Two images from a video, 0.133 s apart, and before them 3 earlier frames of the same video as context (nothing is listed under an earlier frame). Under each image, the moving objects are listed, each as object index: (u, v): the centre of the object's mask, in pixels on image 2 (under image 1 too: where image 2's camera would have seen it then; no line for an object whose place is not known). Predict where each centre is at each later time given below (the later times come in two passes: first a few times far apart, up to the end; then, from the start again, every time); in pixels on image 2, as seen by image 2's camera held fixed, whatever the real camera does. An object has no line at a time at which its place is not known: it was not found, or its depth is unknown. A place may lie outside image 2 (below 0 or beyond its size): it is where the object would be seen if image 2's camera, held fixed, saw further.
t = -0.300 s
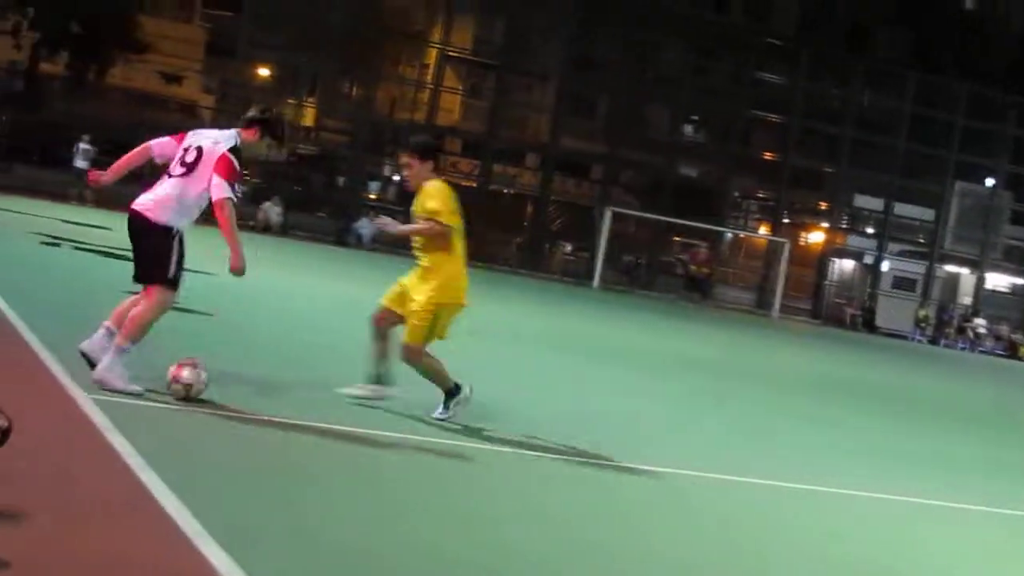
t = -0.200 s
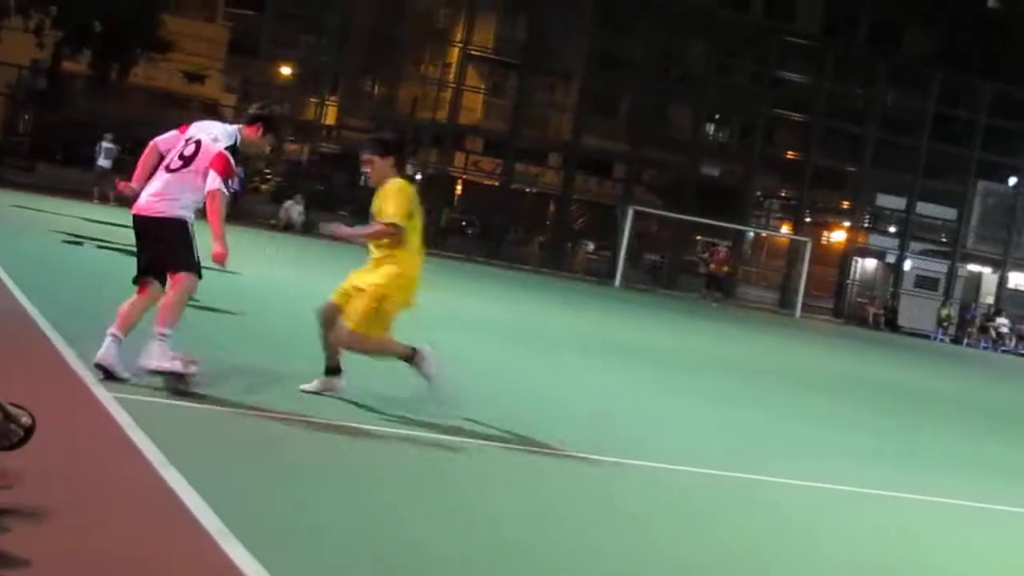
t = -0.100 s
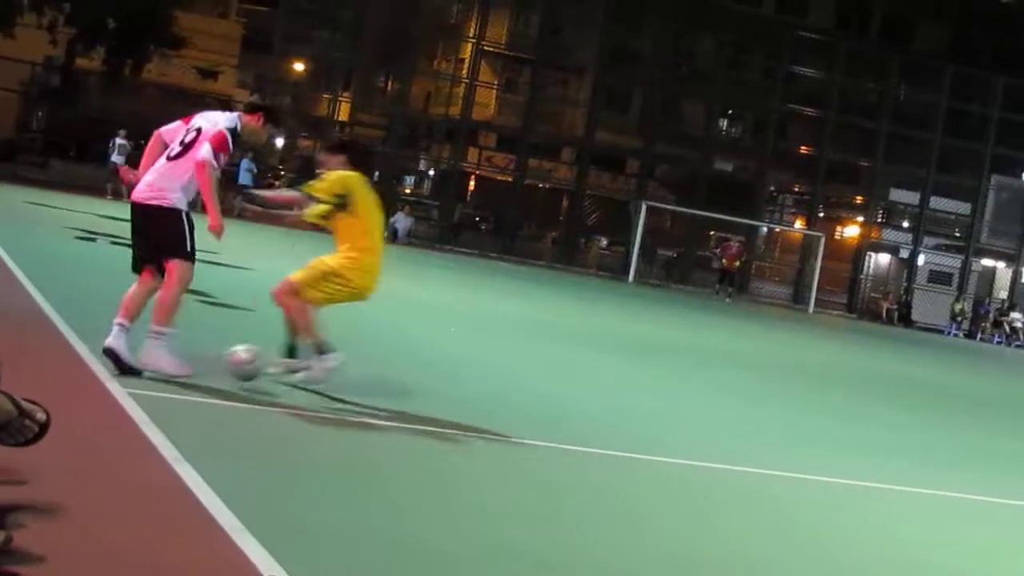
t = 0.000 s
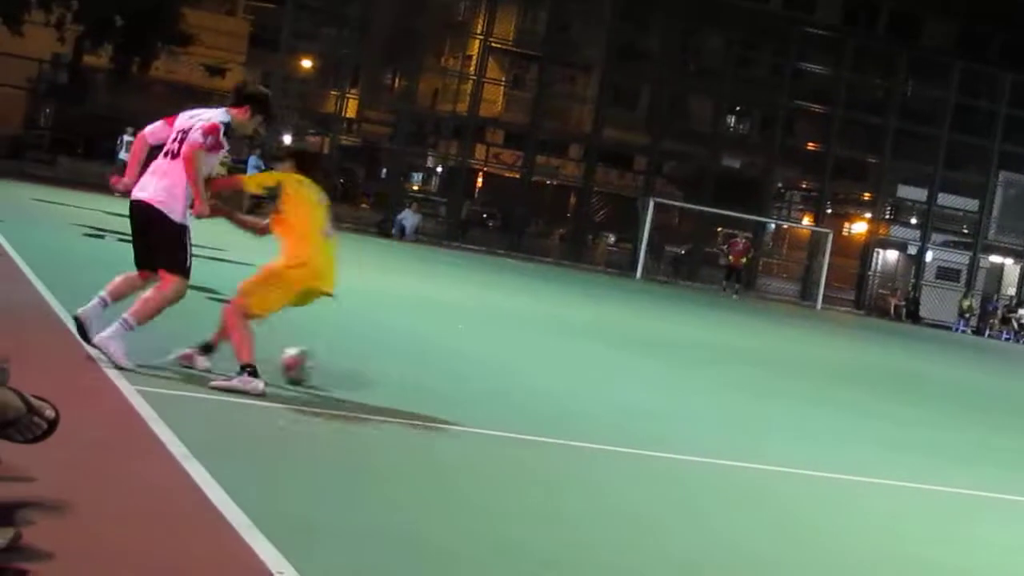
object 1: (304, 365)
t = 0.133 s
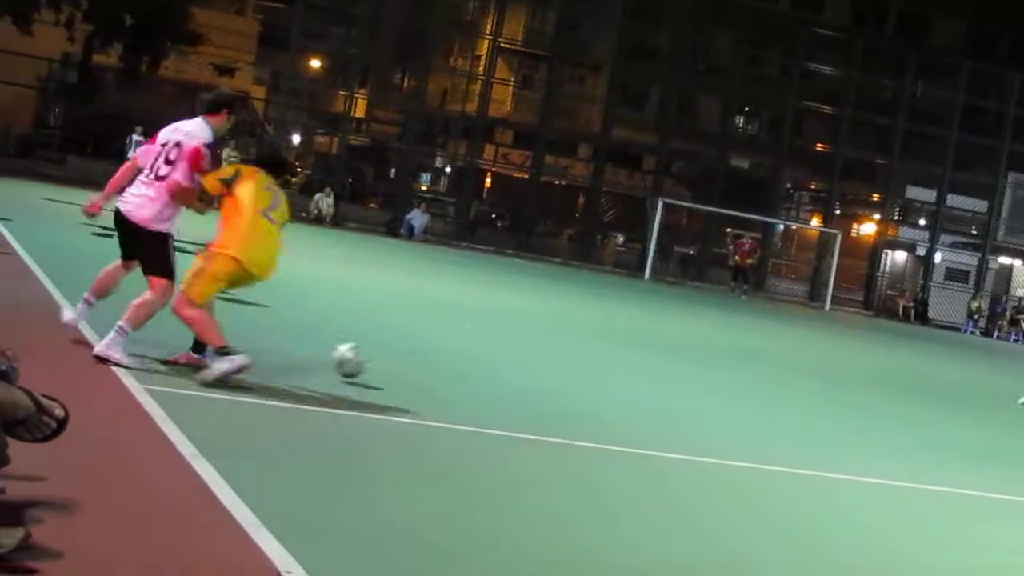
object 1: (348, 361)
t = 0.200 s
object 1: (369, 363)
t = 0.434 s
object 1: (436, 360)
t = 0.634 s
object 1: (483, 362)
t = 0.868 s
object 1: (530, 361)
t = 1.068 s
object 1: (565, 359)
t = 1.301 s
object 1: (600, 360)
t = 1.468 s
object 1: (622, 359)
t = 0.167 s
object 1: (358, 364)
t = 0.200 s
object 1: (369, 363)
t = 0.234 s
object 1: (378, 360)
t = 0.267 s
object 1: (389, 360)
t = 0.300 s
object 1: (399, 361)
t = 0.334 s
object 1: (408, 364)
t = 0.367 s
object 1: (417, 362)
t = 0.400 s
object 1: (428, 360)
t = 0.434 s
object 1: (436, 360)
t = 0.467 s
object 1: (444, 362)
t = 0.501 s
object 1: (452, 362)
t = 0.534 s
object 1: (461, 361)
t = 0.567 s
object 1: (469, 361)
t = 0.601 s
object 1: (475, 362)
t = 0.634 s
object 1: (483, 362)
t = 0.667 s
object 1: (491, 361)
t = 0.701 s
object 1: (497, 361)
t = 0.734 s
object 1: (504, 362)
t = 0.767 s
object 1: (510, 361)
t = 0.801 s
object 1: (518, 361)
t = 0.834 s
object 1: (524, 362)
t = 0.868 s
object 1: (530, 361)
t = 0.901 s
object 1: (536, 361)
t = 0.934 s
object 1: (542, 361)
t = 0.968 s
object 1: (548, 360)
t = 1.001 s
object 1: (554, 360)
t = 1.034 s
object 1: (560, 360)
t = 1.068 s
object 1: (565, 359)
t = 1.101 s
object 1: (571, 359)
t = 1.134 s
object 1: (576, 360)
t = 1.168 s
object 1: (581, 359)
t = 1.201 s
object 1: (585, 359)
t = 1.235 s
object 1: (590, 359)
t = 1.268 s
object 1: (595, 359)
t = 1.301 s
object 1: (600, 360)
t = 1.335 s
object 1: (605, 359)
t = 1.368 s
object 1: (609, 359)
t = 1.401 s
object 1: (613, 359)
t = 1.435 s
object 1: (618, 359)
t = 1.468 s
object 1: (622, 359)
